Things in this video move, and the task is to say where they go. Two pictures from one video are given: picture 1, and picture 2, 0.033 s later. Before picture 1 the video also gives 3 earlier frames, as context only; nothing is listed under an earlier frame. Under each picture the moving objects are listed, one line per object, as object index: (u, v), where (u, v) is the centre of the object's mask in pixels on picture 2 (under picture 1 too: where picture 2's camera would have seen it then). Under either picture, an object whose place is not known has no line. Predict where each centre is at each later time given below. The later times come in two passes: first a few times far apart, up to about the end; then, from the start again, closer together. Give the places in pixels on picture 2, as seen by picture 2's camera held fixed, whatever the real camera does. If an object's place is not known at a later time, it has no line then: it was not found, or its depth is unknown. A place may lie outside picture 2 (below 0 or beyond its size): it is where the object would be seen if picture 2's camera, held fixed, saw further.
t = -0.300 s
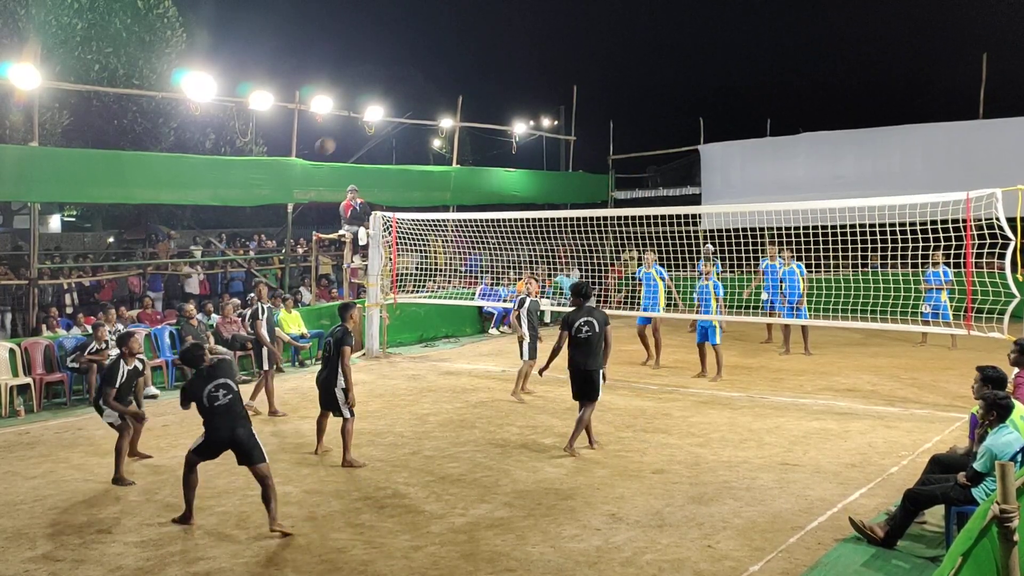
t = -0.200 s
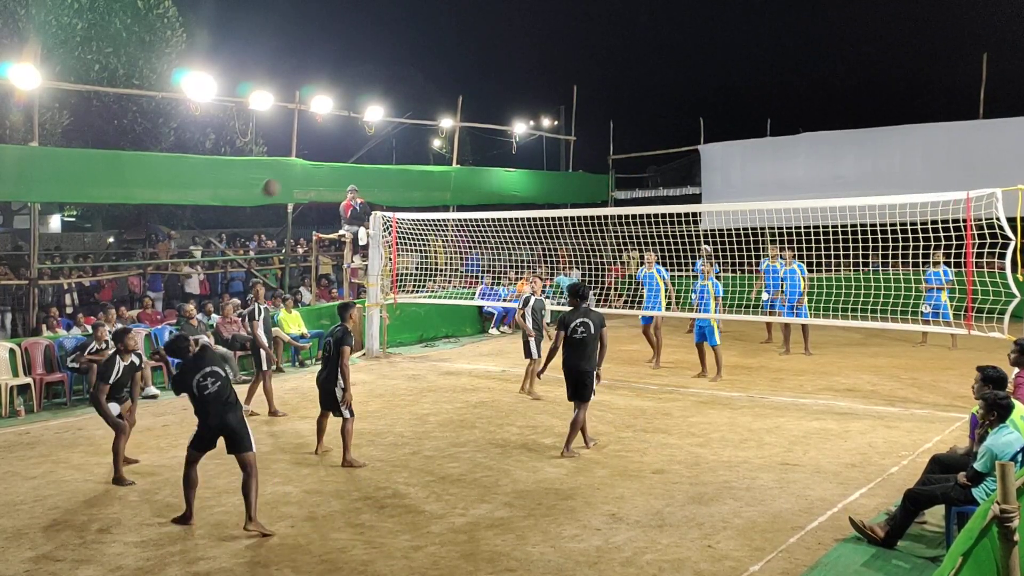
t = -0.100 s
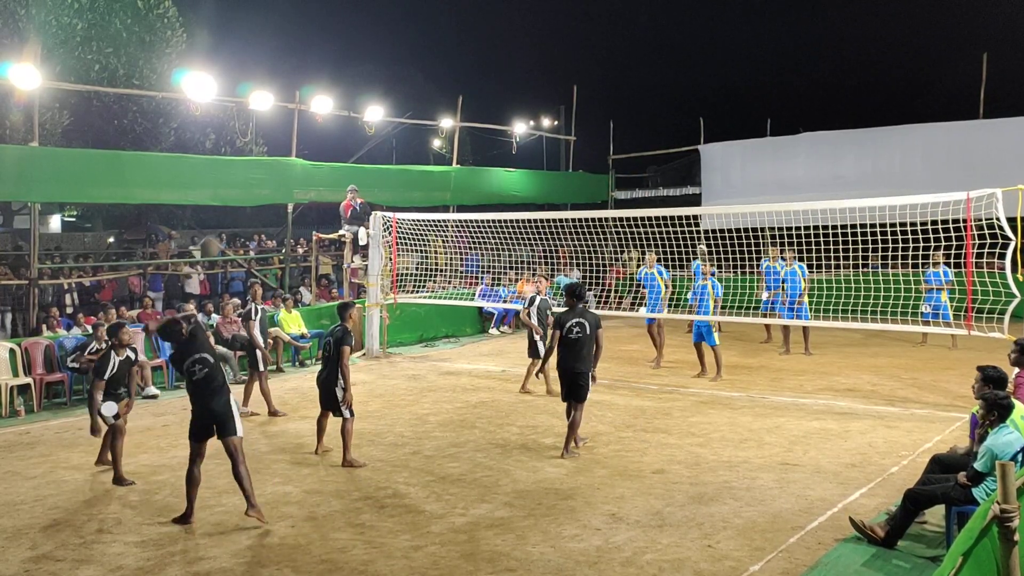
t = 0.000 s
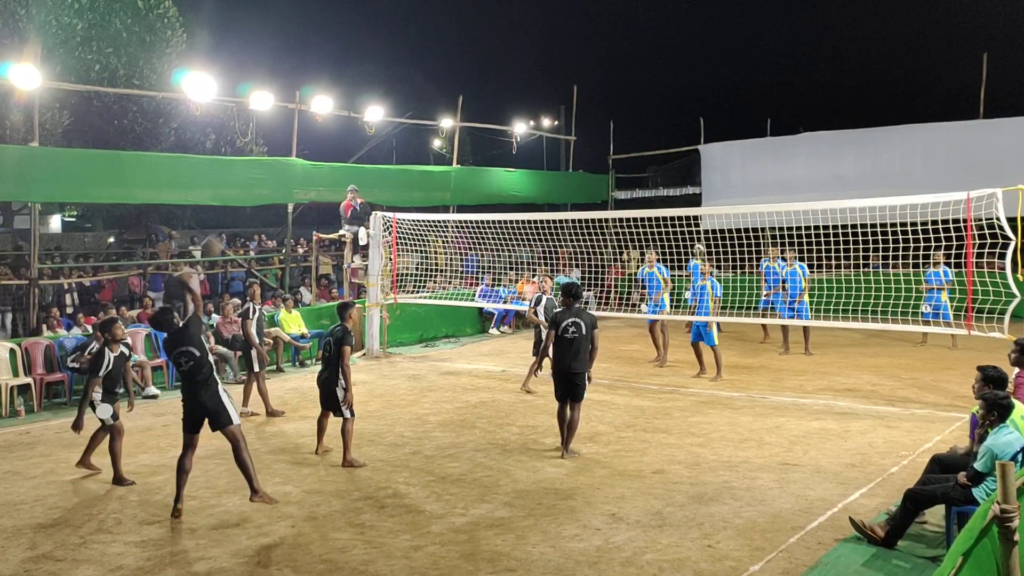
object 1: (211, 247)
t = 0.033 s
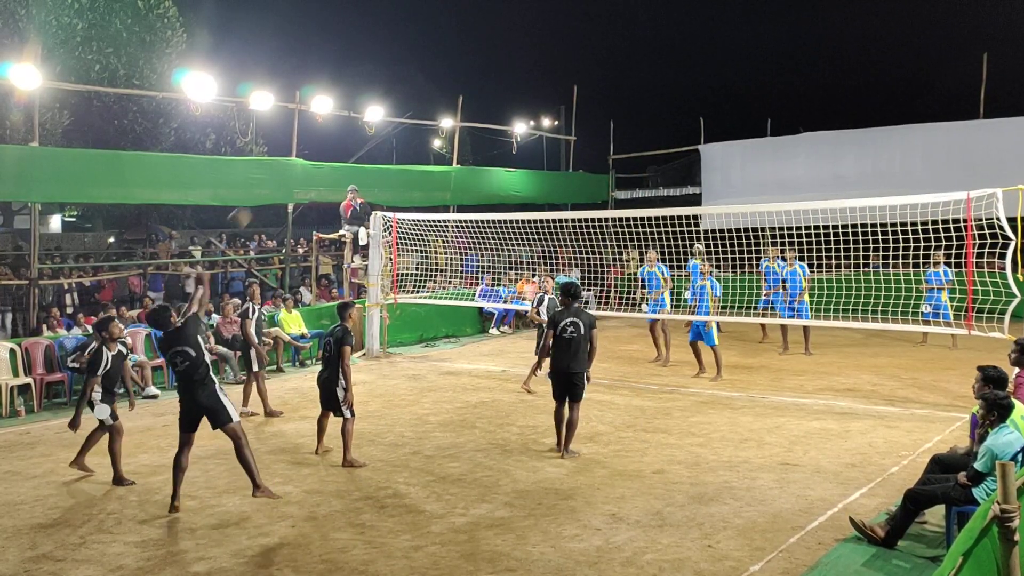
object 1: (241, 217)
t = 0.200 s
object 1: (358, 110)
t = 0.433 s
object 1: (492, 36)
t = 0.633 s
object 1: (576, 22)
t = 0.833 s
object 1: (642, 37)
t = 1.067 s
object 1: (705, 83)
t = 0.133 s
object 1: (316, 147)
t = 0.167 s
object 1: (339, 128)
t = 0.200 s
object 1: (358, 110)
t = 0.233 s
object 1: (383, 95)
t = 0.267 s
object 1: (402, 82)
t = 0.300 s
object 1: (422, 70)
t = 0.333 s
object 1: (440, 59)
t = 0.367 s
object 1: (458, 50)
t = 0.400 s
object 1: (475, 43)
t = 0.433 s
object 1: (492, 36)
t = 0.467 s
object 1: (507, 32)
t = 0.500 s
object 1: (522, 28)
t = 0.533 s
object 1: (537, 25)
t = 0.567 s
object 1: (551, 23)
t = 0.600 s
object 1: (564, 22)
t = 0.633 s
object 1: (576, 22)
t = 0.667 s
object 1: (588, 23)
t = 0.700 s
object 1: (600, 24)
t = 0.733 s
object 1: (611, 27)
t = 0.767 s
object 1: (622, 29)
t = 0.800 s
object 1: (632, 33)
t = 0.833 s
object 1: (642, 37)
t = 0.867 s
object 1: (652, 42)
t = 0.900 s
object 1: (662, 48)
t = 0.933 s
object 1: (671, 54)
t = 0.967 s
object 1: (680, 60)
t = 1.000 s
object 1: (688, 67)
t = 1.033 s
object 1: (697, 75)
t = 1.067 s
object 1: (705, 83)
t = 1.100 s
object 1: (712, 91)
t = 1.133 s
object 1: (720, 100)
